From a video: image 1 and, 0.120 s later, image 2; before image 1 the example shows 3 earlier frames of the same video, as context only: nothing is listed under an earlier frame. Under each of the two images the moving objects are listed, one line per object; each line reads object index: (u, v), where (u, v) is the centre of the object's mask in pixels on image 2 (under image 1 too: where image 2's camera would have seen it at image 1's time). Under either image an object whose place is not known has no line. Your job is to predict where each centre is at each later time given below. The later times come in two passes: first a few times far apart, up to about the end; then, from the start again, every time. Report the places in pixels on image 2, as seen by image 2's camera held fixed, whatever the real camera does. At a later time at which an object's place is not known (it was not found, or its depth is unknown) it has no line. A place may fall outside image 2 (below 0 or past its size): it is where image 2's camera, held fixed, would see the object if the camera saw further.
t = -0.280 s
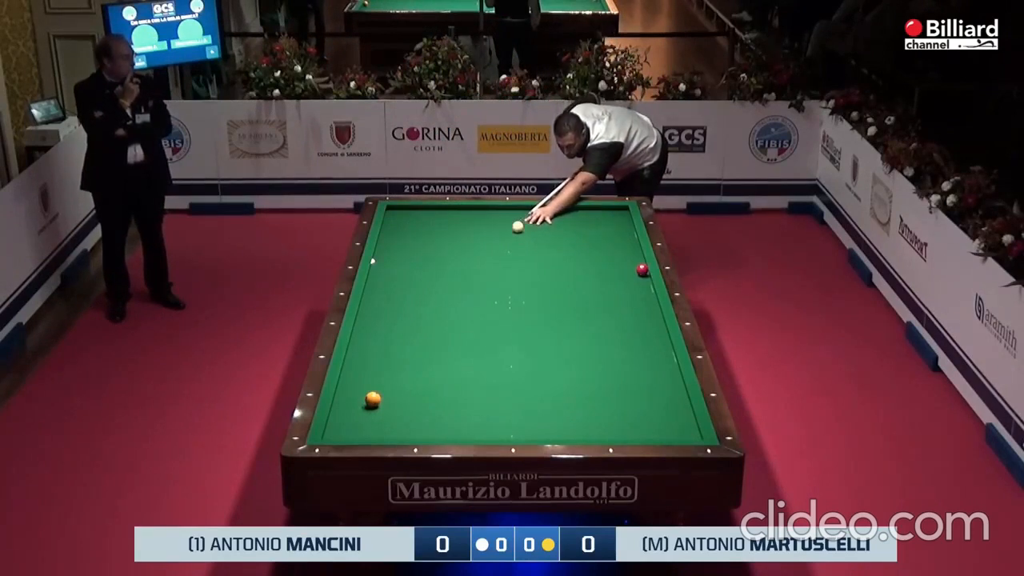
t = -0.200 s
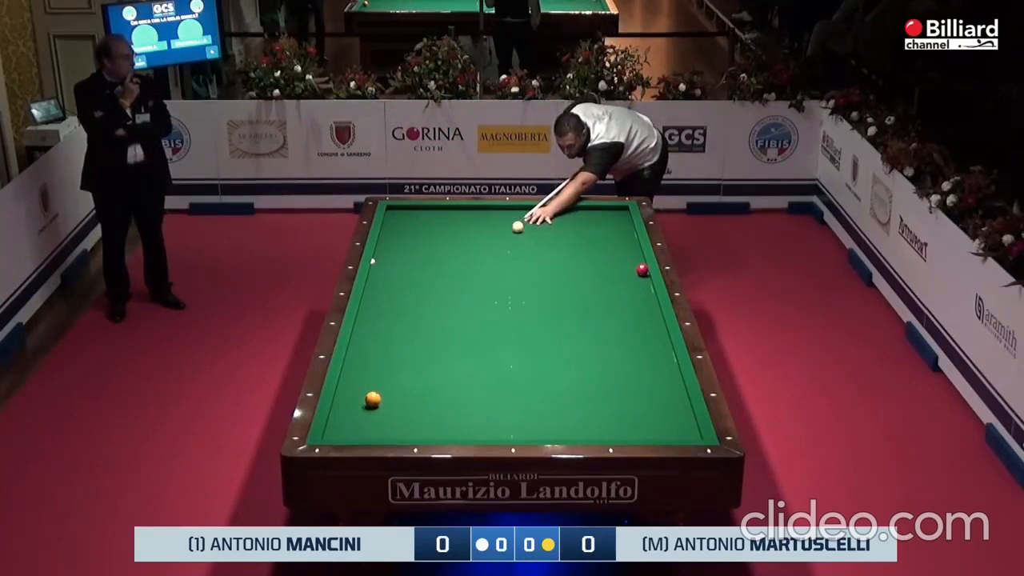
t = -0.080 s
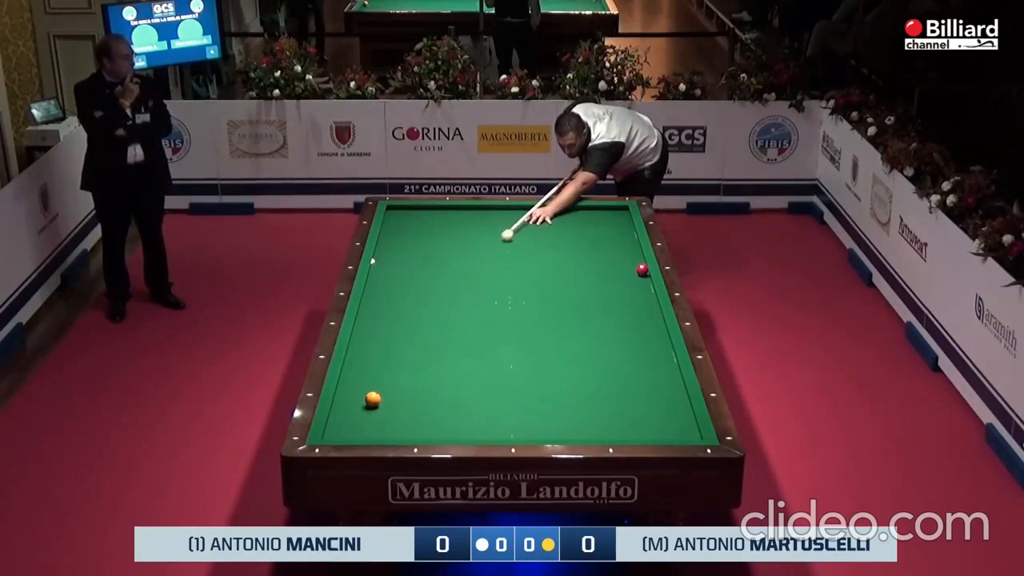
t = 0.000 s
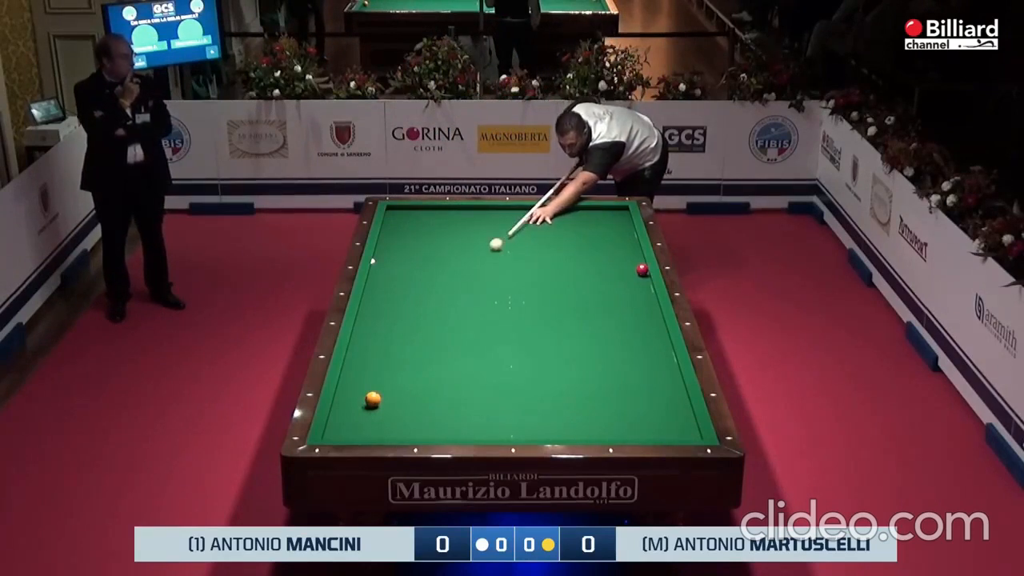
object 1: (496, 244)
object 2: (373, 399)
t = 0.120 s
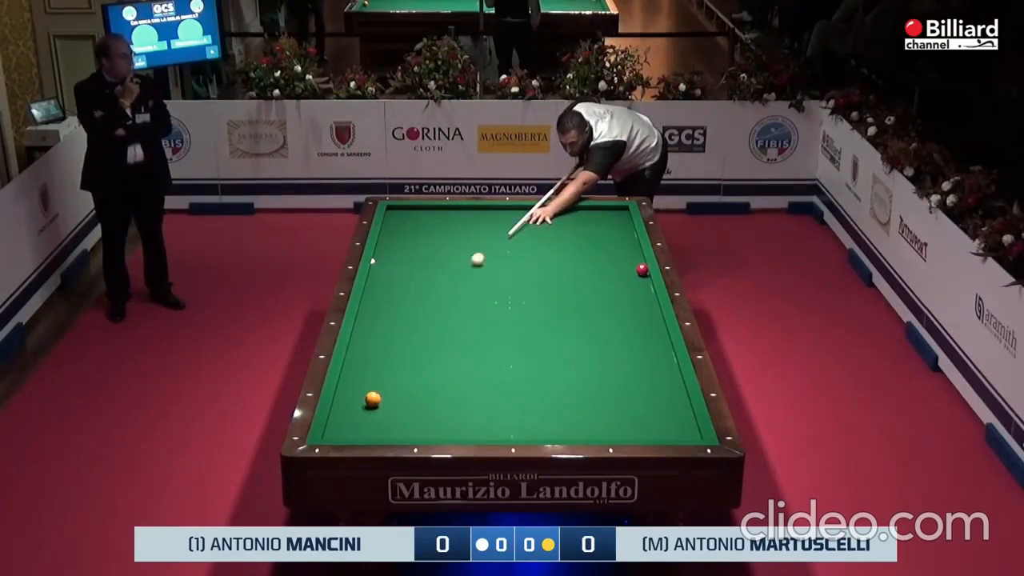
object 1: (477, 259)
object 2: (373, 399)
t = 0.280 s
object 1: (451, 280)
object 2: (373, 399)
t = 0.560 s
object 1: (400, 322)
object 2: (373, 399)
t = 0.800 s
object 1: (350, 363)
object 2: (373, 399)
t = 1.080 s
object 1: (355, 398)
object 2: (389, 412)
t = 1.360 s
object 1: (339, 416)
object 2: (425, 431)
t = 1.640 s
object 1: (344, 431)
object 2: (450, 415)
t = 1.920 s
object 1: (351, 430)
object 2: (473, 401)
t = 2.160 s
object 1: (358, 422)
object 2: (492, 390)
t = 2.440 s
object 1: (365, 414)
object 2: (512, 377)
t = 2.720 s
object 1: (372, 406)
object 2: (531, 366)
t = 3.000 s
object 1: (378, 399)
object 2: (548, 355)
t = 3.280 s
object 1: (384, 392)
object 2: (565, 345)
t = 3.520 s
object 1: (388, 387)
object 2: (578, 337)
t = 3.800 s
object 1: (393, 381)
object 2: (593, 328)
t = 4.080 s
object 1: (397, 376)
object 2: (606, 320)
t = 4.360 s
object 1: (401, 371)
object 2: (618, 312)
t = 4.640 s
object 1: (404, 367)
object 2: (630, 305)
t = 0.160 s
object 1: (471, 264)
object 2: (373, 399)
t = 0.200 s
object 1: (465, 269)
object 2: (373, 399)
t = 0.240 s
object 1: (458, 275)
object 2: (373, 399)
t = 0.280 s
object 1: (451, 280)
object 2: (373, 399)
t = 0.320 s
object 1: (444, 286)
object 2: (373, 399)
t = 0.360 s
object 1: (437, 291)
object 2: (373, 399)
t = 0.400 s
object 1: (430, 297)
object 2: (373, 399)
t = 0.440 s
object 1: (423, 303)
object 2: (373, 399)
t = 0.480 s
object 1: (415, 309)
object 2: (373, 399)
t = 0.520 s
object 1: (408, 315)
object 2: (373, 399)
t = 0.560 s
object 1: (400, 322)
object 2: (373, 399)
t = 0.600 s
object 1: (392, 328)
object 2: (373, 399)
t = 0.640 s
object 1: (384, 335)
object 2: (373, 399)
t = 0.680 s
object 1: (375, 342)
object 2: (373, 399)
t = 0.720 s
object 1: (366, 349)
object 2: (373, 399)
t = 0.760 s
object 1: (358, 356)
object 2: (373, 399)
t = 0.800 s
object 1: (350, 363)
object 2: (373, 399)
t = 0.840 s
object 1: (354, 370)
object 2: (373, 399)
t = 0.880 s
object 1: (357, 376)
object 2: (373, 399)
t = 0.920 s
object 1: (361, 383)
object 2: (373, 399)
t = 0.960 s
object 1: (363, 389)
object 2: (373, 399)
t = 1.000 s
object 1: (363, 394)
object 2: (376, 402)
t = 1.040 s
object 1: (359, 396)
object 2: (383, 407)
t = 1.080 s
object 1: (355, 398)
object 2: (389, 412)
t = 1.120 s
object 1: (351, 400)
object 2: (395, 418)
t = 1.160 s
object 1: (347, 403)
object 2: (401, 423)
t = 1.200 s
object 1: (344, 405)
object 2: (407, 427)
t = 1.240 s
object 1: (341, 408)
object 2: (413, 431)
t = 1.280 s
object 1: (337, 411)
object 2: (418, 434)
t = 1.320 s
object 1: (338, 413)
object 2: (422, 433)
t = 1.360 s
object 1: (339, 416)
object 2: (425, 431)
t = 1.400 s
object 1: (339, 418)
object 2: (429, 429)
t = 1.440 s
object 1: (340, 420)
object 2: (433, 426)
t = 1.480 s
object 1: (341, 423)
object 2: (436, 424)
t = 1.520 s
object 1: (342, 425)
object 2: (440, 422)
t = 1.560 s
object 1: (342, 427)
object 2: (443, 420)
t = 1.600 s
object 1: (343, 430)
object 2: (447, 418)
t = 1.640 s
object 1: (344, 431)
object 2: (450, 415)
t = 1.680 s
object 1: (344, 433)
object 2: (453, 413)
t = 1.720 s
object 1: (345, 435)
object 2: (457, 411)
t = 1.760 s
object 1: (346, 434)
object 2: (460, 409)
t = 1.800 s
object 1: (347, 432)
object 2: (463, 407)
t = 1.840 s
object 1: (349, 432)
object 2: (467, 405)
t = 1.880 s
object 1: (350, 431)
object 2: (470, 403)
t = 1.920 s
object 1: (351, 430)
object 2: (473, 401)
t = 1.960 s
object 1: (352, 429)
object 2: (477, 400)
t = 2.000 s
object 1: (354, 427)
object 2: (480, 398)
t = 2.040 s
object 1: (355, 426)
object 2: (483, 396)
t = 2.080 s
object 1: (356, 425)
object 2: (486, 394)
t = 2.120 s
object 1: (357, 423)
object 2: (489, 392)
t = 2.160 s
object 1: (358, 422)
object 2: (492, 390)
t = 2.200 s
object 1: (359, 421)
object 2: (495, 388)
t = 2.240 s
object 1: (360, 420)
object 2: (498, 386)
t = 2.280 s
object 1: (361, 419)
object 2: (501, 385)
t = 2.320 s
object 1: (362, 418)
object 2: (504, 383)
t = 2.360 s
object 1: (363, 416)
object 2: (506, 381)
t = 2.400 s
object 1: (364, 415)
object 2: (510, 379)
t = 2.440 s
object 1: (365, 414)
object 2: (512, 377)
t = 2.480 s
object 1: (366, 413)
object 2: (515, 376)
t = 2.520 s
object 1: (367, 411)
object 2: (518, 374)
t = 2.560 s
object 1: (368, 410)
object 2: (520, 373)
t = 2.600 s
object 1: (369, 409)
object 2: (523, 371)
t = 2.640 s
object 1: (370, 408)
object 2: (526, 369)
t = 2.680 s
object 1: (371, 407)
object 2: (528, 368)
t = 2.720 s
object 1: (372, 406)
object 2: (531, 366)
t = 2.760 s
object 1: (373, 405)
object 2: (534, 365)
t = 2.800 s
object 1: (374, 404)
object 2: (536, 363)
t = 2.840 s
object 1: (375, 403)
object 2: (539, 361)
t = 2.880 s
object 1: (376, 402)
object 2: (541, 360)
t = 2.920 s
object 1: (376, 401)
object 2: (544, 358)
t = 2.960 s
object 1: (377, 400)
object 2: (546, 357)
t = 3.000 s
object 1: (378, 399)
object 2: (548, 355)
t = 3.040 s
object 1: (379, 398)
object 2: (551, 354)
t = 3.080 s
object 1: (380, 397)
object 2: (553, 352)
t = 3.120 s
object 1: (381, 396)
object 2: (556, 351)
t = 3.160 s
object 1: (381, 395)
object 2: (558, 349)
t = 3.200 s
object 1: (382, 394)
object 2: (560, 348)
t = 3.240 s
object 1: (383, 393)
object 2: (563, 347)
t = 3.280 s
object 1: (384, 392)
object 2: (565, 345)
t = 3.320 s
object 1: (384, 391)
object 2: (567, 344)
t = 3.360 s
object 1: (385, 390)
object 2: (570, 342)
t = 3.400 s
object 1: (386, 389)
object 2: (572, 341)
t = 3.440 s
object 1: (387, 389)
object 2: (574, 340)
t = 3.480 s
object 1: (388, 388)
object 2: (576, 338)
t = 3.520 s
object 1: (388, 387)
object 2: (578, 337)
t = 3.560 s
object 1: (389, 386)
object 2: (580, 336)
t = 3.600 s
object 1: (390, 385)
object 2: (582, 334)
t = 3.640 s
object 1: (390, 384)
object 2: (584, 333)
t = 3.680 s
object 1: (391, 384)
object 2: (586, 332)
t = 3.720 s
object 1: (392, 383)
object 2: (589, 330)
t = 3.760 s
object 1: (392, 382)
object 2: (591, 329)
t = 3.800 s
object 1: (393, 381)
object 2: (593, 328)
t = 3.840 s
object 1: (393, 380)
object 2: (595, 327)
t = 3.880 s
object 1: (394, 380)
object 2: (596, 326)
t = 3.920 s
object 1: (395, 379)
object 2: (598, 324)
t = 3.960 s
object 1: (395, 378)
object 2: (600, 323)
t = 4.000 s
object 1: (396, 378)
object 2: (602, 322)
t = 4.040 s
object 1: (396, 377)
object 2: (604, 321)
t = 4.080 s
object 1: (397, 376)
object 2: (606, 320)
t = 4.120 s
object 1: (397, 375)
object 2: (608, 319)
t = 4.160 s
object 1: (398, 375)
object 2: (610, 318)
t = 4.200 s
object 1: (399, 374)
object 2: (611, 316)
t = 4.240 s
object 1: (399, 373)
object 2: (613, 315)
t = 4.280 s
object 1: (400, 373)
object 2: (615, 314)
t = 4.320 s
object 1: (400, 372)
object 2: (617, 313)
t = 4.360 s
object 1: (401, 371)
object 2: (618, 312)
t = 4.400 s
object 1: (401, 371)
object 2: (620, 311)
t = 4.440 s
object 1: (402, 370)
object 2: (622, 310)
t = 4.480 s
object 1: (402, 369)
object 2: (623, 309)
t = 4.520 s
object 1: (403, 369)
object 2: (625, 308)
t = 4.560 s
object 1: (403, 368)
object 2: (627, 307)
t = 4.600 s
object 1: (404, 368)
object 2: (629, 306)
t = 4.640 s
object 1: (404, 367)
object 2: (630, 305)
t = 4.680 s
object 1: (404, 366)
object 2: (632, 303)
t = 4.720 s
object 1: (405, 366)
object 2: (633, 303)
